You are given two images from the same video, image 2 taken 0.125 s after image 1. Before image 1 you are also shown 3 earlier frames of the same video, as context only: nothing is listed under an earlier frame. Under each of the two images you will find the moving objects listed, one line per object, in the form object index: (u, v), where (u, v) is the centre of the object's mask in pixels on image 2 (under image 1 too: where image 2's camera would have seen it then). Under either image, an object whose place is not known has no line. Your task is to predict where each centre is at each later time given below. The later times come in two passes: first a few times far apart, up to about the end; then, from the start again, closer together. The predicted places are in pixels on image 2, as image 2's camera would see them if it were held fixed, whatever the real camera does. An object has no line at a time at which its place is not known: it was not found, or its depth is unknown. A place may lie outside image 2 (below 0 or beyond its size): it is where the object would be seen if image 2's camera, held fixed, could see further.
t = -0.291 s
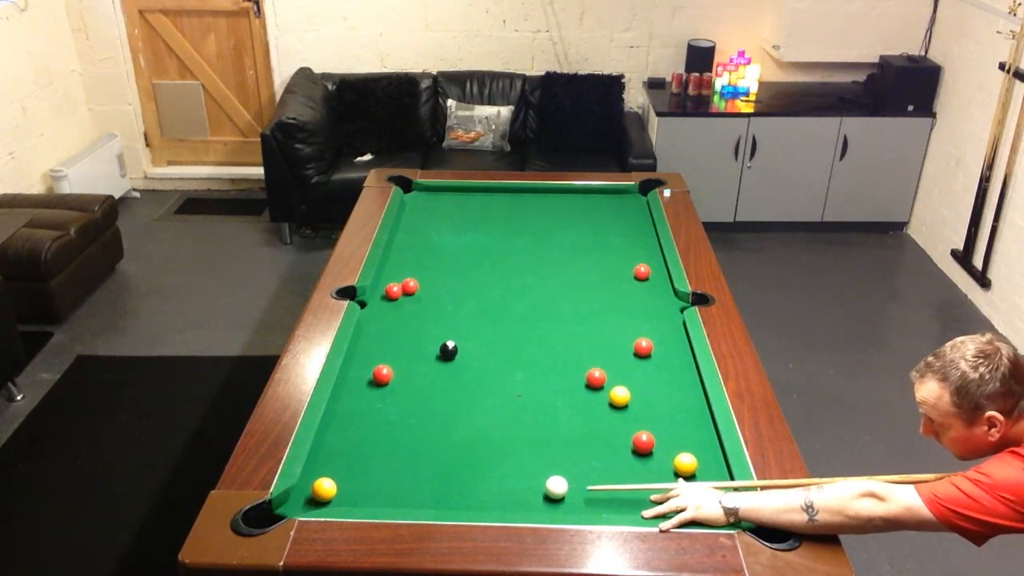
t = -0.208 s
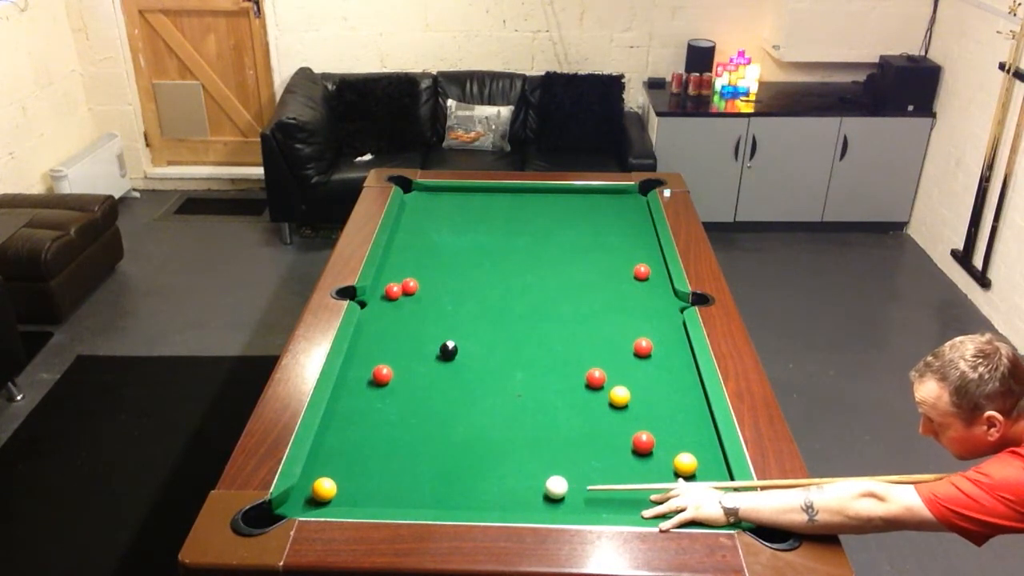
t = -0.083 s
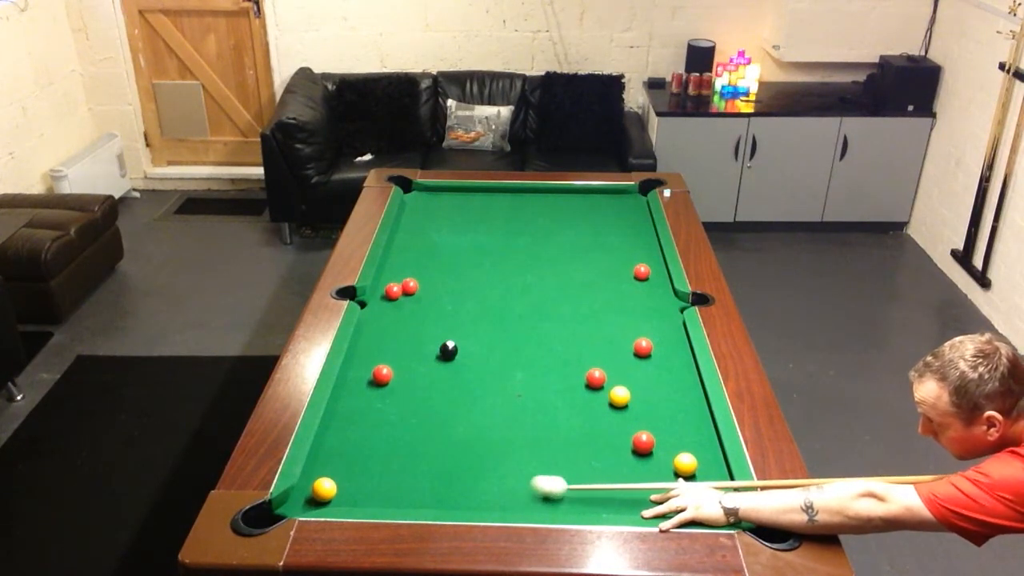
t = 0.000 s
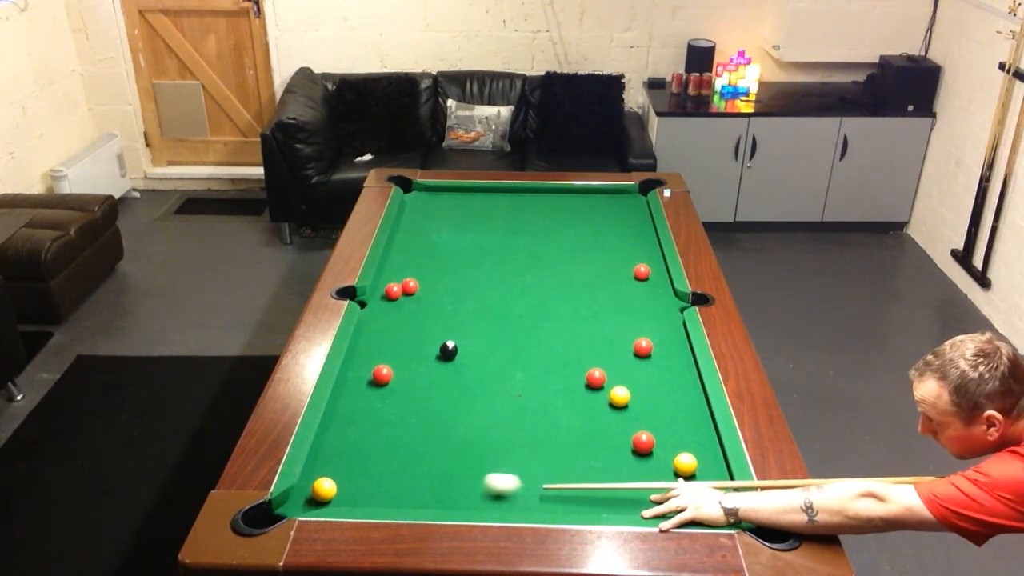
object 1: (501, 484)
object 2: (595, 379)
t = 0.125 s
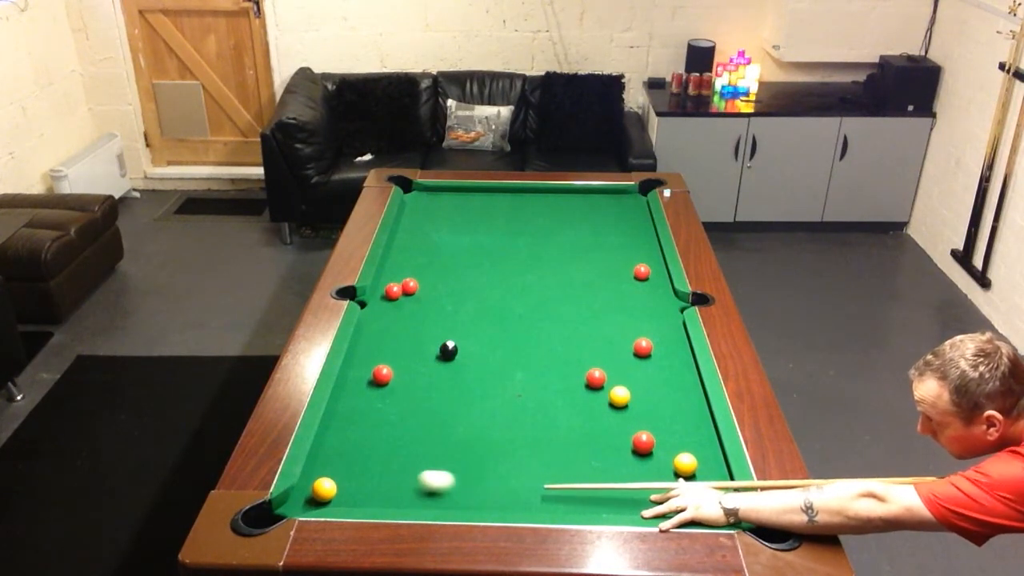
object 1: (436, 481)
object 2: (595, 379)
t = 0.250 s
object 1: (373, 479)
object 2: (595, 379)
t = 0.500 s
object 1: (340, 462)
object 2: (595, 379)
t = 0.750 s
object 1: (397, 452)
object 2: (595, 379)
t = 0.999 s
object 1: (449, 443)
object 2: (595, 379)
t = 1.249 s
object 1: (498, 434)
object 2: (595, 379)
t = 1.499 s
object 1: (542, 426)
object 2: (595, 379)
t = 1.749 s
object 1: (583, 419)
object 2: (595, 379)
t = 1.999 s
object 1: (622, 412)
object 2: (595, 379)
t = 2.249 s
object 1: (657, 406)
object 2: (595, 379)
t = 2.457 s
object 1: (685, 402)
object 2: (595, 379)
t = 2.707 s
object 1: (685, 397)
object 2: (595, 379)
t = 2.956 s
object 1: (663, 393)
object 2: (595, 379)
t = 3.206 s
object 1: (644, 389)
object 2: (595, 379)
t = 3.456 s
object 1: (628, 384)
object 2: (595, 379)
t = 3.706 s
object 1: (613, 381)
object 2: (594, 378)
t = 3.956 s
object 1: (613, 381)
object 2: (589, 377)
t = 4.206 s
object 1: (613, 381)
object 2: (585, 376)
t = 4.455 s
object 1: (613, 381)
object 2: (584, 376)
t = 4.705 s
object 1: (613, 381)
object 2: (584, 376)
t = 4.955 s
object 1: (613, 381)
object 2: (584, 376)
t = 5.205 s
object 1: (613, 381)
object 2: (584, 376)
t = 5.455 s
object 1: (613, 381)
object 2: (584, 376)
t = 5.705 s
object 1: (613, 381)
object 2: (584, 376)
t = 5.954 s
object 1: (613, 381)
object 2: (584, 376)
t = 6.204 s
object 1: (613, 381)
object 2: (584, 376)
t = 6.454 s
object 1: (613, 381)
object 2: (584, 376)
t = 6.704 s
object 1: (613, 381)
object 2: (584, 376)
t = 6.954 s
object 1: (613, 381)
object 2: (584, 376)
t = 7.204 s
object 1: (613, 381)
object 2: (584, 376)
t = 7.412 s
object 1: (613, 381)
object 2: (584, 376)
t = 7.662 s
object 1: (613, 381)
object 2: (584, 376)
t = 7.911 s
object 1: (613, 381)
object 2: (584, 376)
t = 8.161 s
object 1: (613, 381)
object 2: (584, 376)
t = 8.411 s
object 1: (613, 381)
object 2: (584, 376)
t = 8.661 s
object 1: (613, 381)
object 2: (584, 376)
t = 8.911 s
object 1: (613, 381)
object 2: (584, 376)
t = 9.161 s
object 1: (613, 381)
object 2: (584, 376)
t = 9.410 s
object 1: (613, 381)
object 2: (584, 376)
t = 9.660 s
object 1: (613, 381)
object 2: (584, 376)
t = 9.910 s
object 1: (613, 381)
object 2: (584, 376)
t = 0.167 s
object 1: (414, 480)
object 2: (595, 379)
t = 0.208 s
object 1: (393, 480)
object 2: (595, 379)
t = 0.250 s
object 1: (373, 479)
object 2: (595, 379)
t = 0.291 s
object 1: (352, 478)
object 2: (595, 379)
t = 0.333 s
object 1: (335, 473)
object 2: (595, 379)
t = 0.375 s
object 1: (321, 468)
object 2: (595, 379)
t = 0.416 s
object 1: (319, 465)
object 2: (595, 379)
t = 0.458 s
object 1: (330, 464)
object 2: (595, 379)
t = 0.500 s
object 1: (340, 462)
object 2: (595, 379)
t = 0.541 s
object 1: (350, 460)
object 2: (595, 379)
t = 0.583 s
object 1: (360, 458)
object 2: (595, 379)
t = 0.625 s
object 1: (370, 457)
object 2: (595, 379)
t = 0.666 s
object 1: (379, 455)
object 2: (595, 379)
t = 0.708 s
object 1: (388, 453)
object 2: (595, 379)
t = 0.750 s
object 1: (397, 452)
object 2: (595, 379)
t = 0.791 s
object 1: (406, 450)
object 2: (595, 379)
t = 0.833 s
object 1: (415, 449)
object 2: (595, 379)
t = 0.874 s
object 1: (424, 447)
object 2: (595, 379)
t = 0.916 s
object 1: (432, 446)
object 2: (595, 379)
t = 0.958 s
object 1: (441, 444)
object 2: (595, 379)
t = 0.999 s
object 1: (449, 443)
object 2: (595, 379)
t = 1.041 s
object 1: (458, 441)
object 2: (595, 379)
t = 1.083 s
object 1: (466, 440)
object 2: (595, 379)
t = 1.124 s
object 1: (474, 438)
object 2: (595, 379)
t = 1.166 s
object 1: (482, 437)
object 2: (595, 379)
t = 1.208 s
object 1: (490, 435)
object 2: (595, 379)
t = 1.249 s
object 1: (498, 434)
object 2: (595, 379)
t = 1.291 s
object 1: (505, 433)
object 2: (595, 379)
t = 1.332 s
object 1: (513, 431)
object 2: (595, 379)
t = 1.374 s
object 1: (521, 430)
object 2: (595, 379)
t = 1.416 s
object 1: (528, 429)
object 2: (595, 379)
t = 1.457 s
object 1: (535, 427)
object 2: (595, 379)
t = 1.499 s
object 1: (542, 426)
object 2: (595, 379)
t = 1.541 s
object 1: (550, 425)
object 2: (595, 379)
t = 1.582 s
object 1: (556, 423)
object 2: (595, 379)
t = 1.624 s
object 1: (563, 422)
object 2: (595, 379)
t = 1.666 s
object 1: (570, 421)
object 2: (595, 379)
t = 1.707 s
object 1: (577, 420)
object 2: (595, 379)
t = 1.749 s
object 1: (583, 419)
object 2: (595, 379)
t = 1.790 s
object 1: (590, 418)
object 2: (595, 379)
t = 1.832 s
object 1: (597, 416)
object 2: (595, 379)
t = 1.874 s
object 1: (603, 415)
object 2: (595, 379)
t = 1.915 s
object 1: (609, 415)
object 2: (595, 379)
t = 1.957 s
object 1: (615, 413)
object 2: (595, 379)
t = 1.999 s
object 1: (622, 412)
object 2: (595, 379)
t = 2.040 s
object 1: (628, 411)
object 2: (595, 379)
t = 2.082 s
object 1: (634, 410)
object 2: (595, 379)
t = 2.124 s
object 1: (640, 409)
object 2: (595, 379)
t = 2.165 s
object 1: (646, 408)
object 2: (595, 379)
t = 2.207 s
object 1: (652, 407)
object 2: (595, 379)
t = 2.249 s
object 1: (657, 406)
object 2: (595, 379)
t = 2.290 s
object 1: (663, 405)
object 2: (595, 379)
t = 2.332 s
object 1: (669, 405)
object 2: (595, 379)
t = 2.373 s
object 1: (674, 404)
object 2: (595, 379)
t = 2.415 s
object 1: (679, 403)
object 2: (595, 379)
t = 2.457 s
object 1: (685, 402)
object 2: (595, 379)
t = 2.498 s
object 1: (690, 401)
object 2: (595, 379)
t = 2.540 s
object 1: (695, 400)
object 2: (595, 379)
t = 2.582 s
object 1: (697, 399)
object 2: (595, 379)
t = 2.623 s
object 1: (693, 398)
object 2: (595, 379)
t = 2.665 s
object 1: (689, 397)
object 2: (595, 379)
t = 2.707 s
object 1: (685, 397)
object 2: (595, 379)
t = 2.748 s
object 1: (681, 396)
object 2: (595, 379)
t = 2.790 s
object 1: (677, 395)
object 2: (595, 379)
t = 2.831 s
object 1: (674, 395)
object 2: (595, 379)
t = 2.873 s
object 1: (670, 394)
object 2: (595, 379)
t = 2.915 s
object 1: (667, 393)
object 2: (595, 379)
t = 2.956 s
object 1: (663, 393)
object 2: (595, 379)
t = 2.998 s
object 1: (660, 392)
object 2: (595, 379)
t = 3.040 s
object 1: (656, 391)
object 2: (595, 379)
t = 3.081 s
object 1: (653, 391)
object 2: (595, 379)
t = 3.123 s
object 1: (650, 390)
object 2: (595, 379)
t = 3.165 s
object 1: (647, 389)
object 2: (595, 379)
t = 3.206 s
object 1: (644, 389)
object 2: (595, 379)
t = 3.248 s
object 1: (641, 388)
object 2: (595, 379)
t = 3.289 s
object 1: (638, 387)
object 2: (595, 379)
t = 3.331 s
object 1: (635, 387)
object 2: (595, 379)
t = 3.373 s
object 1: (633, 386)
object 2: (595, 379)
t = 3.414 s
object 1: (630, 385)
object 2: (595, 379)
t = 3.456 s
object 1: (628, 384)
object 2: (595, 379)
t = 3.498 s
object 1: (625, 383)
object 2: (595, 379)
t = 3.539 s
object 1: (623, 382)
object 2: (595, 379)
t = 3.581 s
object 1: (620, 381)
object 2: (595, 379)
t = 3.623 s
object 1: (617, 381)
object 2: (595, 379)
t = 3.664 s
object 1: (615, 381)
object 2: (595, 379)
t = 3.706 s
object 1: (613, 381)
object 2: (594, 378)
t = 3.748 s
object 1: (613, 381)
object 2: (593, 378)
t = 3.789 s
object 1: (613, 381)
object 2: (592, 378)
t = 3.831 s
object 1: (613, 381)
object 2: (591, 378)
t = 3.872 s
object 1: (613, 381)
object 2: (590, 378)
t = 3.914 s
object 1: (613, 381)
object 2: (589, 378)
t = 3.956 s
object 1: (613, 381)
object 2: (589, 377)
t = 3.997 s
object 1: (613, 381)
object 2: (588, 377)
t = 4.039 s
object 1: (613, 381)
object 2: (587, 377)
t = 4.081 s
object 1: (613, 381)
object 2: (586, 377)
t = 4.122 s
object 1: (613, 381)
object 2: (586, 377)
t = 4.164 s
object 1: (613, 381)
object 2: (586, 377)
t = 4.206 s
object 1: (613, 381)
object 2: (585, 376)
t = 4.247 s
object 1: (613, 381)
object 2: (585, 376)
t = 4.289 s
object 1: (613, 381)
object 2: (585, 376)
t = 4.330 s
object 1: (613, 381)
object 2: (584, 376)
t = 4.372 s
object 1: (613, 381)
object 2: (584, 376)
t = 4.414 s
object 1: (613, 381)
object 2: (584, 376)
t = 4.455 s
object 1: (613, 381)
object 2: (584, 376)
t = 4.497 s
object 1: (613, 381)
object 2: (584, 376)
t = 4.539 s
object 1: (613, 381)
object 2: (584, 376)
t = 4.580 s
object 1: (613, 381)
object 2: (584, 376)
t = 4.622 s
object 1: (613, 381)
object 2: (584, 376)
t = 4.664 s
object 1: (613, 381)
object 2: (584, 376)
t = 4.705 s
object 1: (613, 381)
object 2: (584, 376)
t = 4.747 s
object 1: (613, 381)
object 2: (584, 376)
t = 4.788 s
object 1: (613, 381)
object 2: (584, 376)
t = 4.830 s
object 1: (613, 381)
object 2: (584, 376)
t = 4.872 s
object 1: (613, 381)
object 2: (584, 376)
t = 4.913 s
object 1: (613, 381)
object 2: (584, 376)
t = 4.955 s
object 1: (613, 381)
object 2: (584, 376)
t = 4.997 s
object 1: (613, 381)
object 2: (584, 376)
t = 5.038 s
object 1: (613, 381)
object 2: (584, 376)
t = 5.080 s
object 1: (613, 381)
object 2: (584, 376)
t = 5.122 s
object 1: (613, 381)
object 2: (584, 376)
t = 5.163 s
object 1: (613, 381)
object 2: (584, 376)
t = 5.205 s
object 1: (613, 381)
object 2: (584, 376)
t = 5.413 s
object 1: (613, 381)
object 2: (584, 376)
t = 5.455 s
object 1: (613, 381)
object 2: (584, 376)
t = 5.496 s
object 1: (613, 381)
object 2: (584, 376)
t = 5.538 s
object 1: (613, 381)
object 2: (584, 376)
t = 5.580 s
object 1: (613, 381)
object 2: (584, 376)
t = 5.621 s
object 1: (613, 381)
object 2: (584, 376)
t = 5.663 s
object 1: (613, 381)
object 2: (584, 376)
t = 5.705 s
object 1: (613, 381)
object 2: (584, 376)
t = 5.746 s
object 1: (613, 381)
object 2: (584, 376)
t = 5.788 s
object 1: (613, 381)
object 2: (584, 376)
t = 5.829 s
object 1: (613, 381)
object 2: (584, 376)
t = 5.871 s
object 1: (613, 381)
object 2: (584, 376)
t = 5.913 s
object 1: (613, 381)
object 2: (584, 376)
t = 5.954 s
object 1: (613, 381)
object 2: (584, 376)
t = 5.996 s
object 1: (613, 381)
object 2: (584, 376)
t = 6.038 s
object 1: (613, 381)
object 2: (584, 376)
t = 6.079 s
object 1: (613, 381)
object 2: (584, 376)
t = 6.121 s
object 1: (613, 381)
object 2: (584, 376)
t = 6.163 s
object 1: (613, 381)
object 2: (584, 376)
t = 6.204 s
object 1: (613, 381)
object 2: (584, 376)
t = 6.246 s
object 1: (613, 381)
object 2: (584, 376)
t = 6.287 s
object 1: (613, 381)
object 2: (584, 376)
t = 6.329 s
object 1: (613, 381)
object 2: (584, 376)
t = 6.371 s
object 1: (613, 381)
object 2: (584, 376)
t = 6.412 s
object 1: (613, 381)
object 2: (584, 376)
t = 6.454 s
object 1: (613, 381)
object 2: (584, 376)
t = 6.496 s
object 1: (613, 381)
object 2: (584, 376)
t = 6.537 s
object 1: (613, 381)
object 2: (584, 376)
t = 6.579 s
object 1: (613, 381)
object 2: (584, 376)
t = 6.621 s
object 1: (613, 381)
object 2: (584, 376)
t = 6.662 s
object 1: (613, 381)
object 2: (584, 376)
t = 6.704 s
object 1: (613, 381)
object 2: (584, 376)
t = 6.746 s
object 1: (613, 381)
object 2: (584, 376)
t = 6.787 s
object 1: (613, 381)
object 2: (584, 376)
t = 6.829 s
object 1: (613, 381)
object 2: (584, 376)
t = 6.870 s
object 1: (613, 381)
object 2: (584, 376)
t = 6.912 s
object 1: (613, 381)
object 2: (584, 376)
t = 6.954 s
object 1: (613, 381)
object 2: (584, 376)
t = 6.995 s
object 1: (613, 381)
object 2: (584, 376)
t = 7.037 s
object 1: (613, 381)
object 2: (584, 376)
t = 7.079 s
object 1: (613, 381)
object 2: (584, 376)
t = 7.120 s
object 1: (613, 381)
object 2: (584, 376)
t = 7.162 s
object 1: (613, 381)
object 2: (584, 376)
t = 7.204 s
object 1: (613, 381)
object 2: (584, 376)
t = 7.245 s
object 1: (613, 381)
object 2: (584, 376)
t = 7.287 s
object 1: (613, 381)
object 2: (584, 376)
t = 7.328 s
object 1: (613, 381)
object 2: (584, 376)
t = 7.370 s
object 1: (613, 381)
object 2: (584, 376)
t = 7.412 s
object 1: (613, 381)
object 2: (584, 376)
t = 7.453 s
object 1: (613, 381)
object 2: (584, 376)
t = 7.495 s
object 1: (613, 381)
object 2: (584, 376)
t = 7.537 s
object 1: (613, 381)
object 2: (584, 376)
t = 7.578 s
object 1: (613, 381)
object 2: (584, 376)
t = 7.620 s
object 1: (613, 381)
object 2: (584, 376)
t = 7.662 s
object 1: (613, 381)
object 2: (584, 376)
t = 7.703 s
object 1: (613, 381)
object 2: (584, 376)
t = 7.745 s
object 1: (613, 381)
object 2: (584, 376)
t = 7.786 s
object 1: (613, 381)
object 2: (584, 376)
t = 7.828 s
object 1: (613, 381)
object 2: (584, 376)
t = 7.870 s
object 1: (613, 381)
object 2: (584, 376)
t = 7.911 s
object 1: (613, 381)
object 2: (584, 376)
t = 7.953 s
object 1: (613, 381)
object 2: (584, 376)
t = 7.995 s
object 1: (613, 381)
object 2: (584, 376)
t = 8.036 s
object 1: (613, 381)
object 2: (584, 376)
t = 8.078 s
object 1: (613, 381)
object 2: (584, 376)
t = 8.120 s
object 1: (613, 381)
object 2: (584, 376)
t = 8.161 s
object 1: (613, 381)
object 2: (584, 376)
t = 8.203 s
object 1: (613, 381)
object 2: (584, 376)
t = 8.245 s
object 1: (613, 381)
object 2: (584, 376)
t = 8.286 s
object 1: (613, 381)
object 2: (584, 376)
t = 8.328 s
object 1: (613, 381)
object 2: (584, 376)
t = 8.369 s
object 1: (613, 381)
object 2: (584, 376)
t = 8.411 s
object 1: (613, 381)
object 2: (584, 376)
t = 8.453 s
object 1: (613, 381)
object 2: (584, 376)
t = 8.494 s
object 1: (613, 381)
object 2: (584, 376)
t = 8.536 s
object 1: (613, 381)
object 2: (584, 376)
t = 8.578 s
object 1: (613, 381)
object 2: (584, 376)
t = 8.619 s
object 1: (613, 381)
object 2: (584, 376)
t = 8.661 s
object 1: (613, 381)
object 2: (584, 376)
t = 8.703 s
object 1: (613, 381)
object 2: (584, 376)
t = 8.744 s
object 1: (613, 381)
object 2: (584, 376)
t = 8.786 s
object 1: (613, 381)
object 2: (584, 376)
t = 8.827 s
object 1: (613, 381)
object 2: (584, 376)
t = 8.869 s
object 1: (613, 381)
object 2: (584, 376)
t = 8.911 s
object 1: (613, 381)
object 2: (584, 376)
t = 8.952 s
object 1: (613, 381)
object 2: (584, 376)
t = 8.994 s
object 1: (613, 381)
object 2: (584, 376)
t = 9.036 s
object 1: (613, 381)
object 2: (584, 376)
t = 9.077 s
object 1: (613, 381)
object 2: (584, 376)
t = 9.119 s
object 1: (613, 381)
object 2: (584, 376)
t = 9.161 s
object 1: (613, 381)
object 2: (584, 376)
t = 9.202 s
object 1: (613, 381)
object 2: (584, 376)
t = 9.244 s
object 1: (613, 381)
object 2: (584, 376)
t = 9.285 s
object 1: (613, 381)
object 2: (584, 376)
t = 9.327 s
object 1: (613, 381)
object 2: (584, 376)
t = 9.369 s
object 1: (613, 381)
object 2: (584, 376)
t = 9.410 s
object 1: (613, 381)
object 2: (584, 376)
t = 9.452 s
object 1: (613, 381)
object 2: (584, 376)
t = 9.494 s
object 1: (613, 381)
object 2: (584, 376)
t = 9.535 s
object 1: (613, 381)
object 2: (584, 376)
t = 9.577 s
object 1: (613, 381)
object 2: (584, 376)
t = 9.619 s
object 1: (613, 381)
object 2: (584, 376)
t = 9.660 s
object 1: (613, 381)
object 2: (584, 376)
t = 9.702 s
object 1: (613, 381)
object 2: (584, 376)
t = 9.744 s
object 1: (613, 381)
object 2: (584, 376)
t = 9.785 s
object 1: (613, 381)
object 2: (584, 376)
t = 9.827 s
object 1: (613, 381)
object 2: (584, 376)
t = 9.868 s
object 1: (613, 381)
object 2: (584, 376)
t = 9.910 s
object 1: (613, 381)
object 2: (584, 376)
